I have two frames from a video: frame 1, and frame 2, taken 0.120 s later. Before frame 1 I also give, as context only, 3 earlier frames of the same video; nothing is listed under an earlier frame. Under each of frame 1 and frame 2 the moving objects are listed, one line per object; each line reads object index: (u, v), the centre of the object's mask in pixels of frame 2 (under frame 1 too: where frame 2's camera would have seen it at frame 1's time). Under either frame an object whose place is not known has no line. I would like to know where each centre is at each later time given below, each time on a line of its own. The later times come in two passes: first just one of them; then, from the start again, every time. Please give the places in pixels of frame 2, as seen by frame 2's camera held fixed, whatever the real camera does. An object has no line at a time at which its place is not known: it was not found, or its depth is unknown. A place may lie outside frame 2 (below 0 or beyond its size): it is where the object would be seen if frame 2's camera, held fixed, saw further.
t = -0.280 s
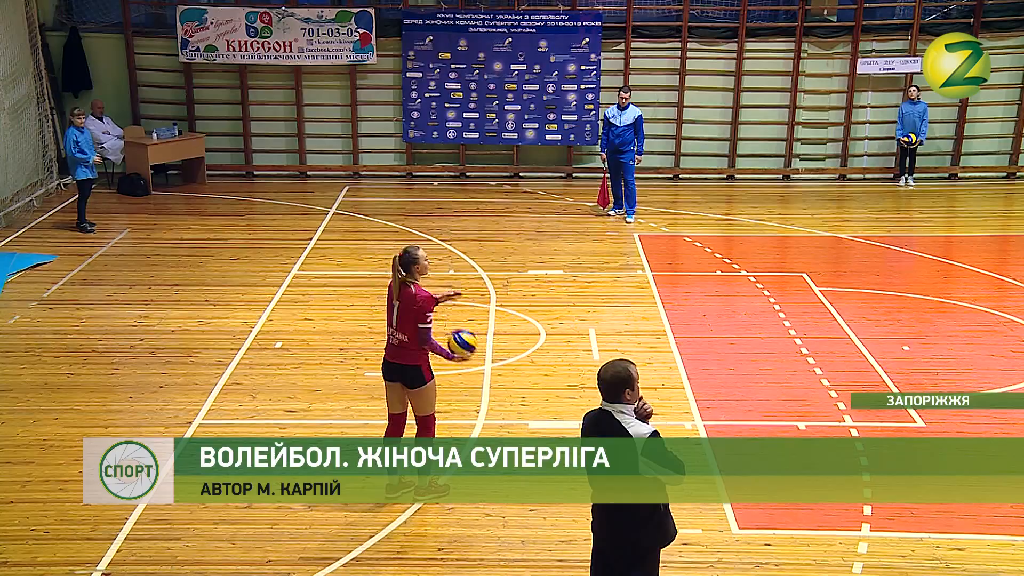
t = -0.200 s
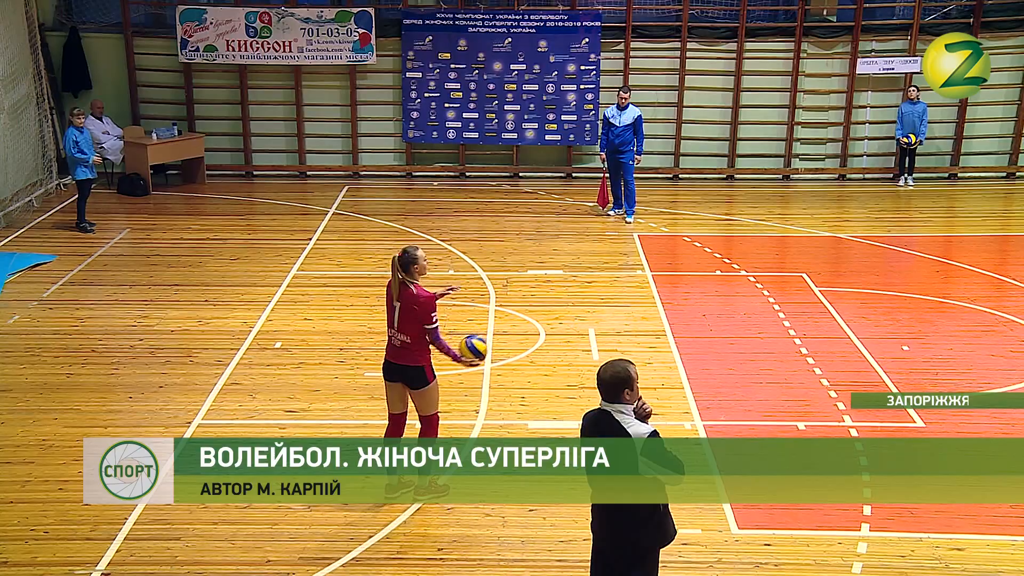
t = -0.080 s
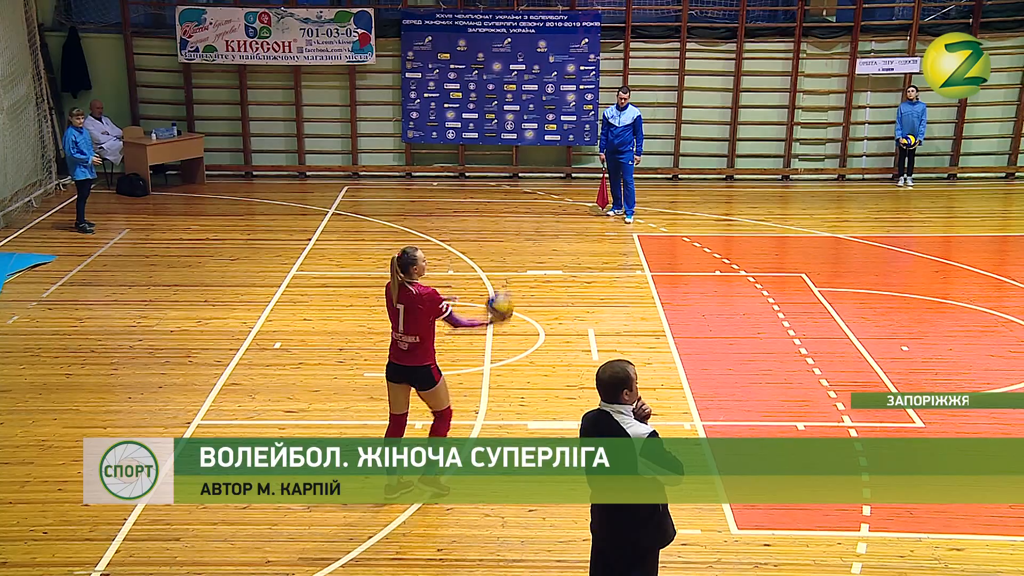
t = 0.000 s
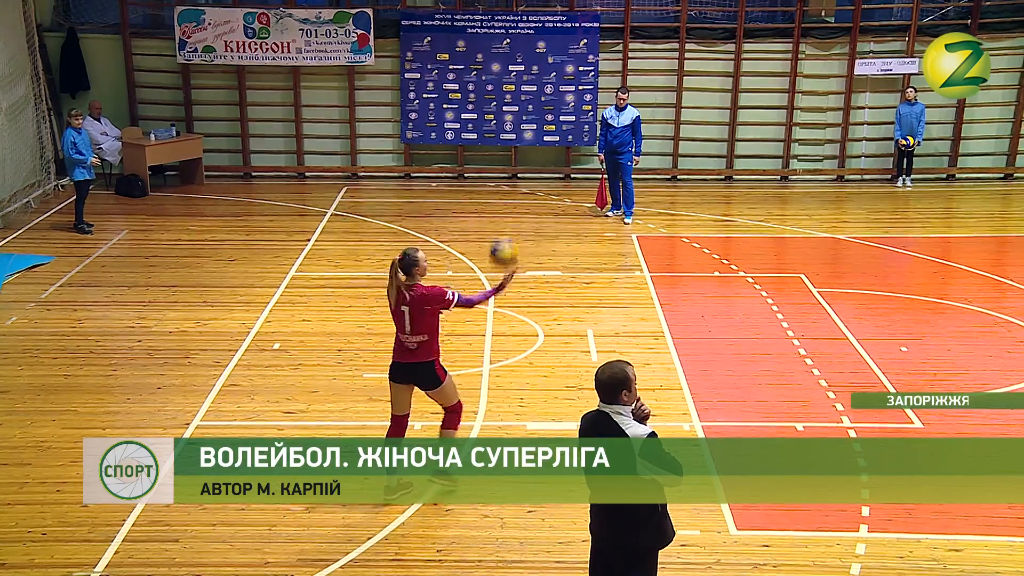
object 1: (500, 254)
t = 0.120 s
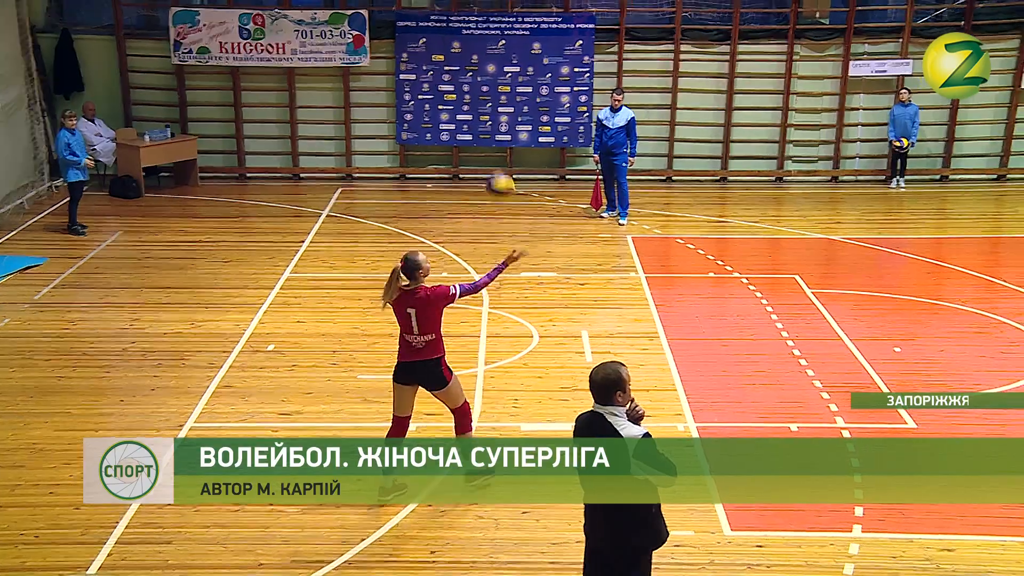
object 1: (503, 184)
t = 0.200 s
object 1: (501, 155)
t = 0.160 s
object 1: (500, 170)
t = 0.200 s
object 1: (501, 155)
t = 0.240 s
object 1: (500, 140)
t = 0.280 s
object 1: (500, 129)
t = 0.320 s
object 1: (499, 119)
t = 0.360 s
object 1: (499, 115)
